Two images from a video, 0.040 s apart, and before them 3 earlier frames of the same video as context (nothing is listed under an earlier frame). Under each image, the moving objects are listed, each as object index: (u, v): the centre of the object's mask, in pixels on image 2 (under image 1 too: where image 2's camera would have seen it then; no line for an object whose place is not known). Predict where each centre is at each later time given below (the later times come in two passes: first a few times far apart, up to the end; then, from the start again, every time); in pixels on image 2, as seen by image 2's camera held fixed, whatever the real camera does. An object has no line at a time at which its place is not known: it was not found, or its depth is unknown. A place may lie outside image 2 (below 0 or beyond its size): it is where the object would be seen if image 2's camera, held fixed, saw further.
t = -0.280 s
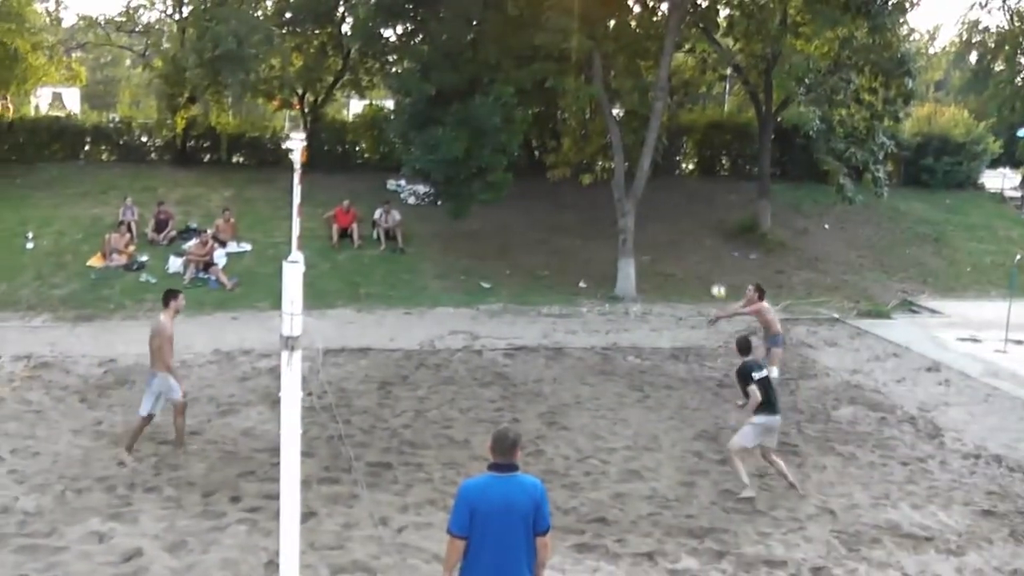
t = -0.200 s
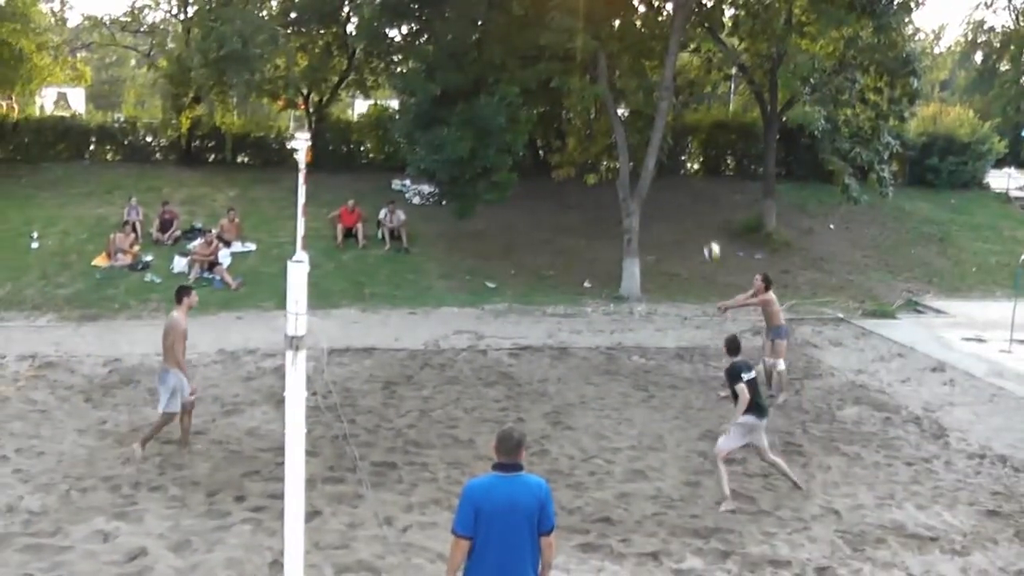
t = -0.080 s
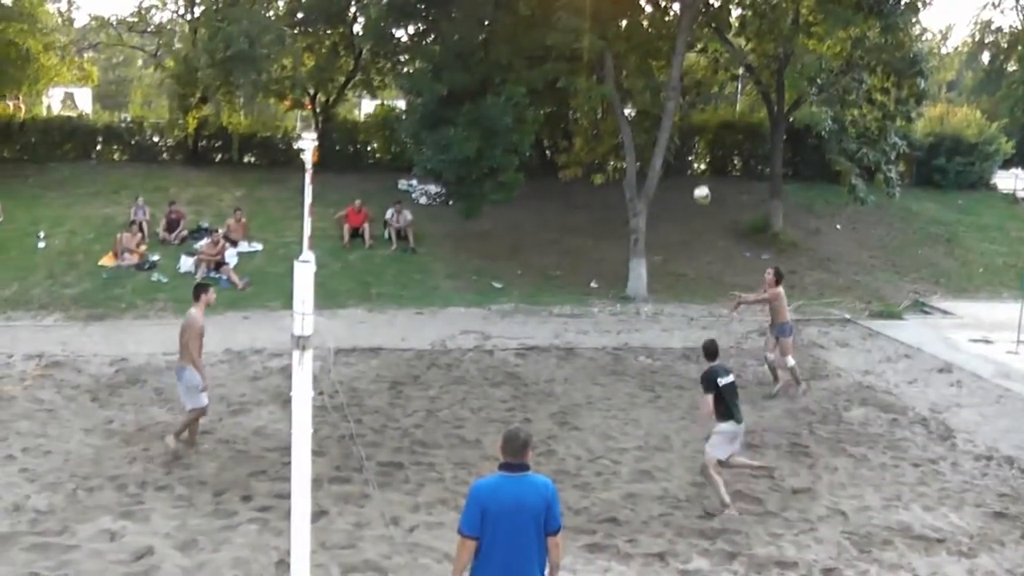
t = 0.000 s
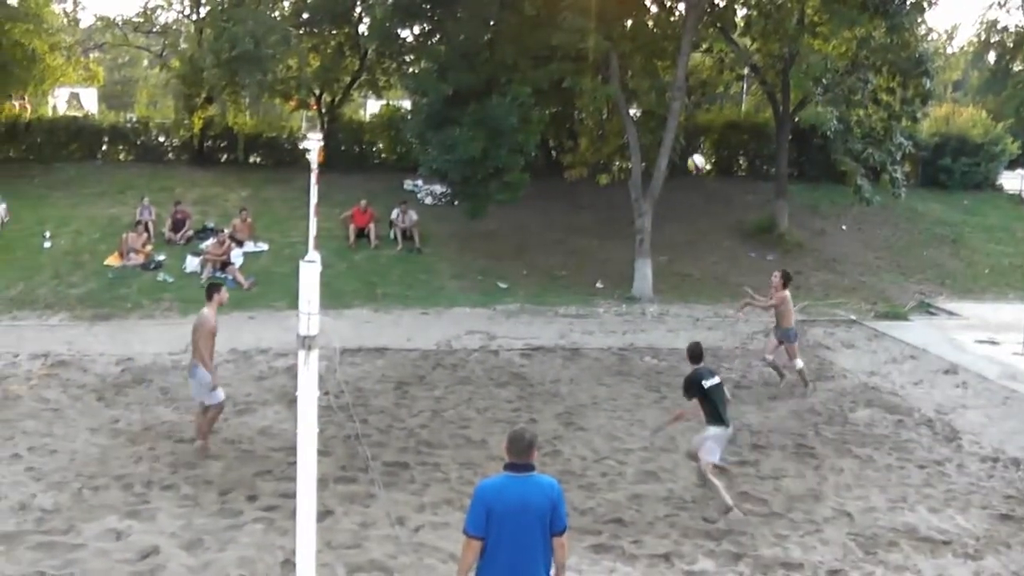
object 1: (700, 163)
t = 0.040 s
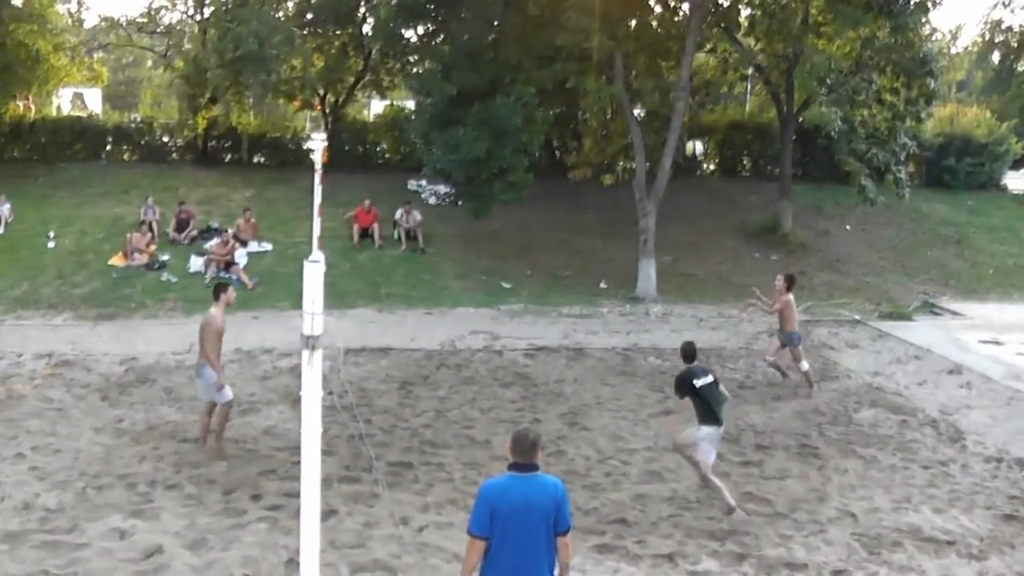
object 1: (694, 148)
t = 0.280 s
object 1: (656, 85)
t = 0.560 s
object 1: (610, 68)
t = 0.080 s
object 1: (689, 135)
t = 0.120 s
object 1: (683, 123)
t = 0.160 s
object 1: (677, 111)
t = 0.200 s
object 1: (670, 102)
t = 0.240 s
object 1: (663, 93)
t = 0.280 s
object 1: (656, 85)
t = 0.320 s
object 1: (649, 78)
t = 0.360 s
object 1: (642, 73)
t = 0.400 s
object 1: (635, 69)
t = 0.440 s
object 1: (629, 66)
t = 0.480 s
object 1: (622, 66)
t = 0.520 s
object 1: (616, 66)
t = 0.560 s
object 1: (610, 68)
